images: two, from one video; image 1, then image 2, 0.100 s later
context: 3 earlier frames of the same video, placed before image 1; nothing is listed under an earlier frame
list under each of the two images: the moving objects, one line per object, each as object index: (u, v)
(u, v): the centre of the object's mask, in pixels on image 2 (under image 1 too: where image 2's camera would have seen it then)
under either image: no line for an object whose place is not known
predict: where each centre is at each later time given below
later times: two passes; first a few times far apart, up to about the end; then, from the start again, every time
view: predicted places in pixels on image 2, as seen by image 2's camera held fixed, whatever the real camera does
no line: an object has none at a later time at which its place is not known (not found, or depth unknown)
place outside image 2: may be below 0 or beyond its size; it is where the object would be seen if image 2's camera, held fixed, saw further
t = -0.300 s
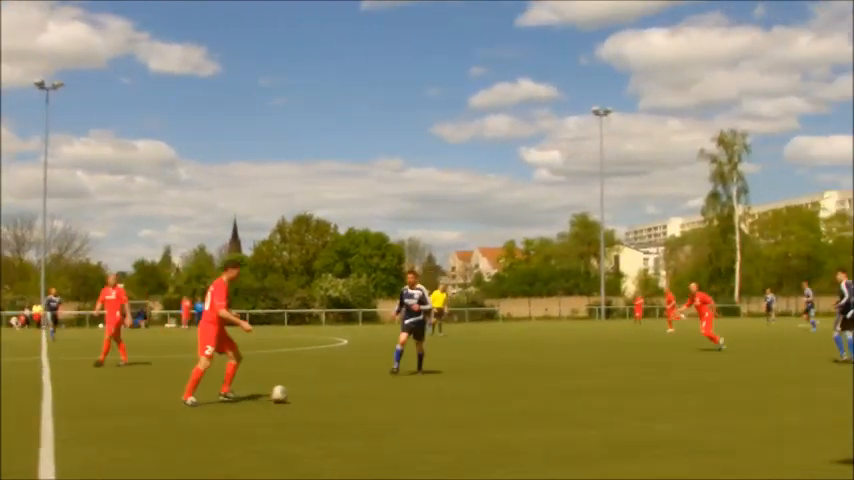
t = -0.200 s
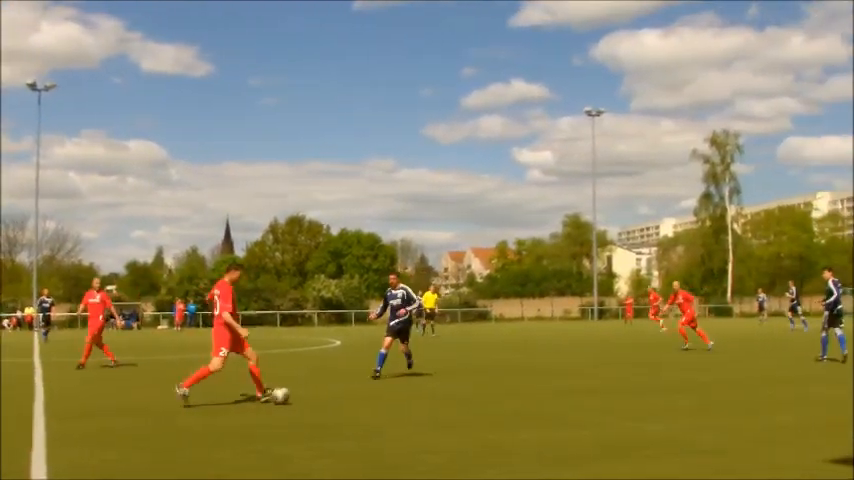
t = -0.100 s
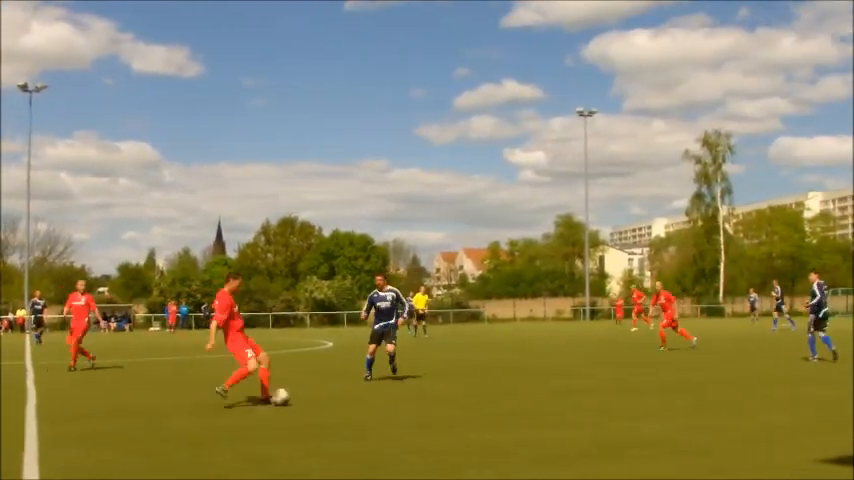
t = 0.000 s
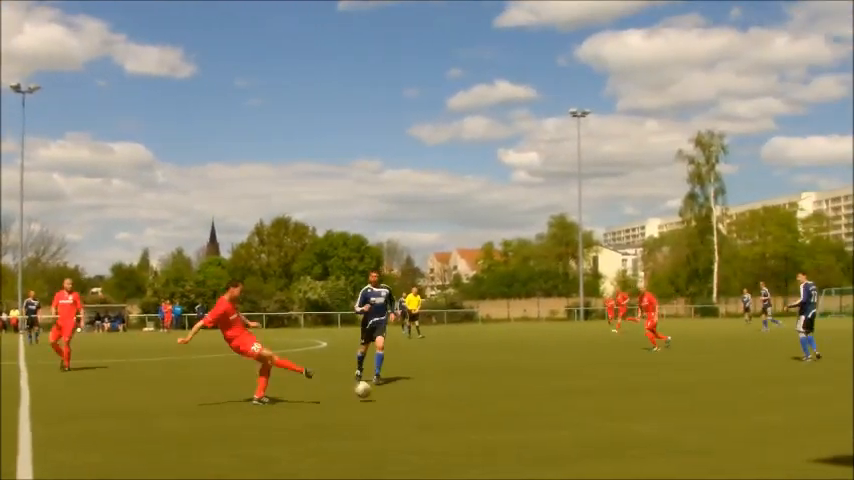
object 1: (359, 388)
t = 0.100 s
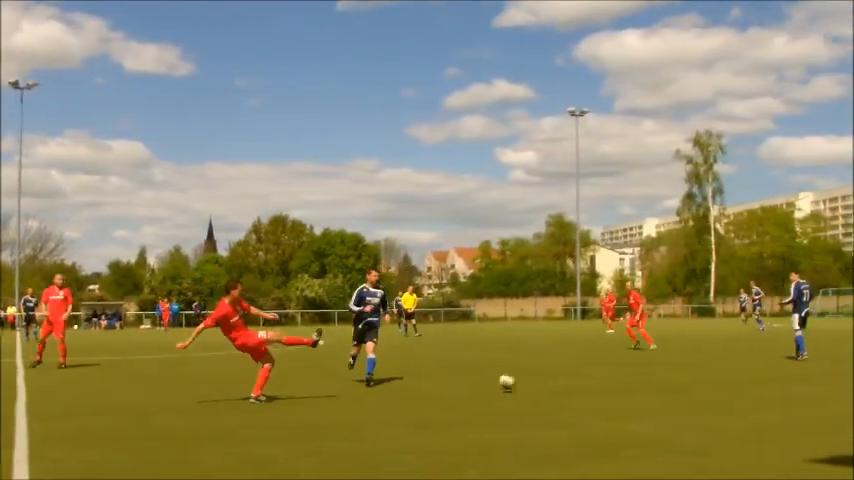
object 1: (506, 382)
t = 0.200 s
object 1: (625, 375)
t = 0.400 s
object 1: (795, 365)
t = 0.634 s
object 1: (934, 359)
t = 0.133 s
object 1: (551, 382)
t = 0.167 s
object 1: (589, 379)
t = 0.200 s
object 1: (625, 375)
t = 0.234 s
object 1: (658, 373)
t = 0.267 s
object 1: (690, 372)
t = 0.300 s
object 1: (718, 373)
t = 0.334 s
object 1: (744, 370)
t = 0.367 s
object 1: (770, 366)
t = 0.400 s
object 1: (795, 365)
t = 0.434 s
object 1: (819, 364)
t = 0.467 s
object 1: (842, 365)
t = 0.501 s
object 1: (863, 365)
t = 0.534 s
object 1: (882, 362)
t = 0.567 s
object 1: (899, 359)
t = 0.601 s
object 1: (917, 360)
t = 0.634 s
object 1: (934, 359)
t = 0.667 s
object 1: (951, 361)
